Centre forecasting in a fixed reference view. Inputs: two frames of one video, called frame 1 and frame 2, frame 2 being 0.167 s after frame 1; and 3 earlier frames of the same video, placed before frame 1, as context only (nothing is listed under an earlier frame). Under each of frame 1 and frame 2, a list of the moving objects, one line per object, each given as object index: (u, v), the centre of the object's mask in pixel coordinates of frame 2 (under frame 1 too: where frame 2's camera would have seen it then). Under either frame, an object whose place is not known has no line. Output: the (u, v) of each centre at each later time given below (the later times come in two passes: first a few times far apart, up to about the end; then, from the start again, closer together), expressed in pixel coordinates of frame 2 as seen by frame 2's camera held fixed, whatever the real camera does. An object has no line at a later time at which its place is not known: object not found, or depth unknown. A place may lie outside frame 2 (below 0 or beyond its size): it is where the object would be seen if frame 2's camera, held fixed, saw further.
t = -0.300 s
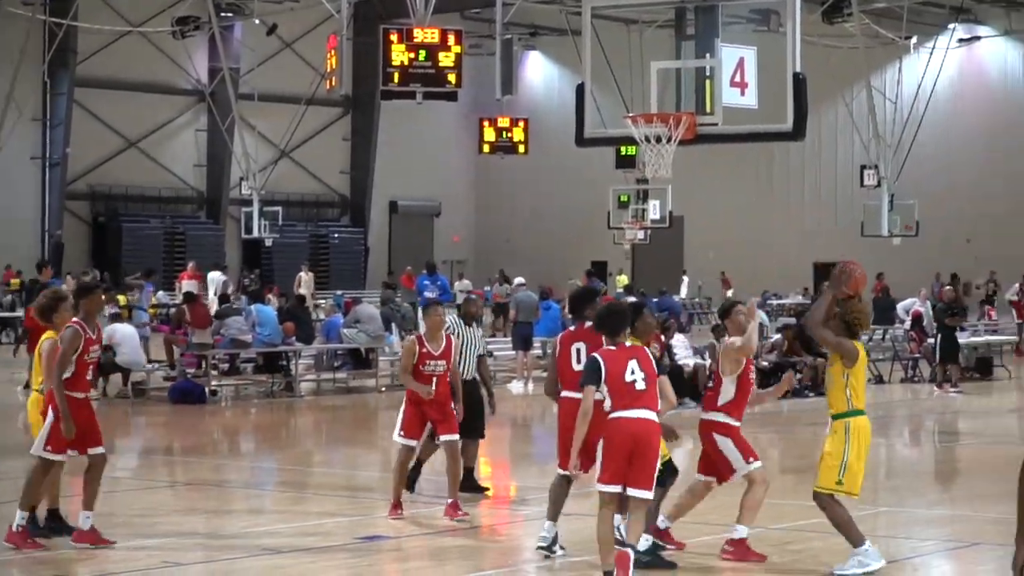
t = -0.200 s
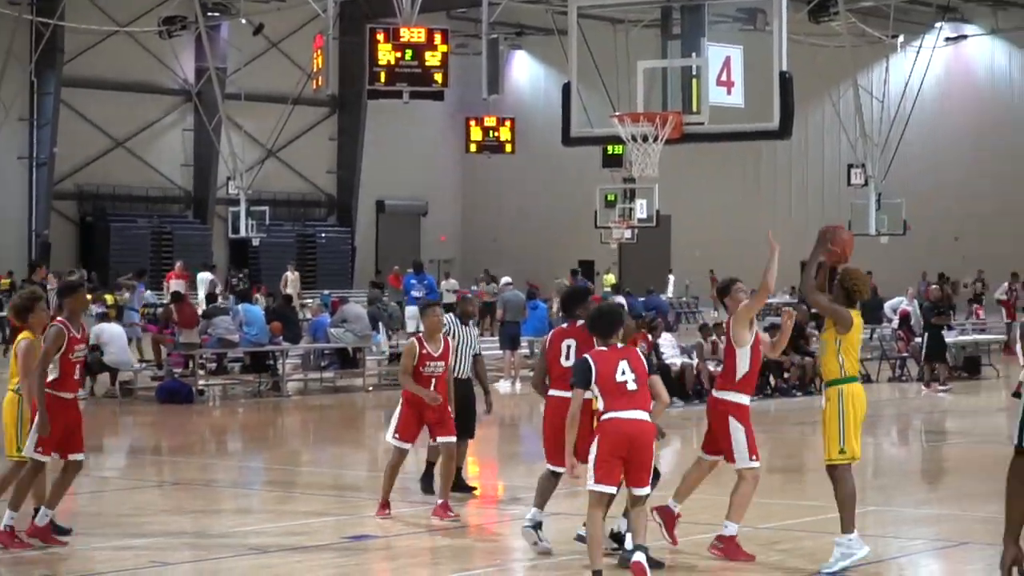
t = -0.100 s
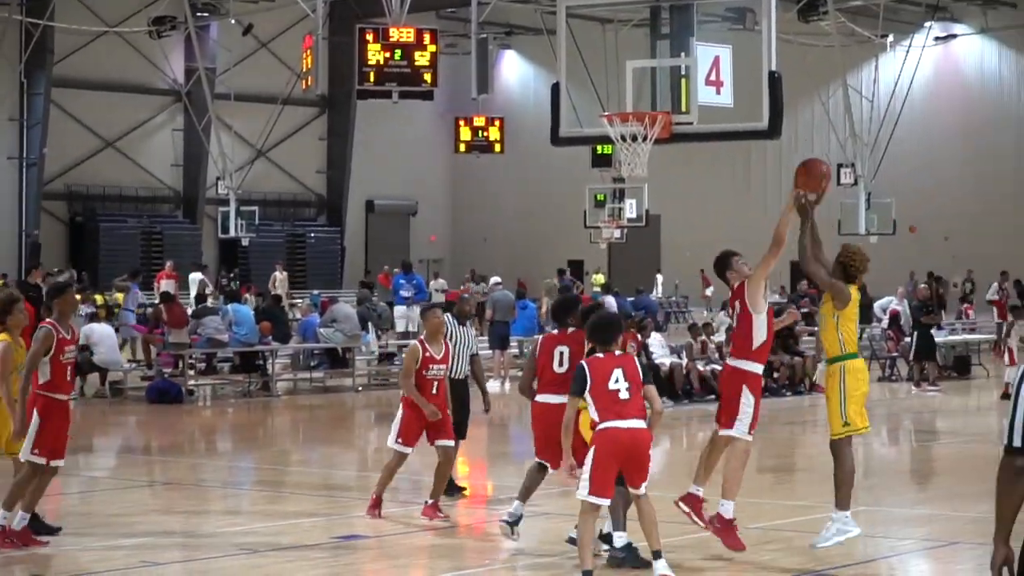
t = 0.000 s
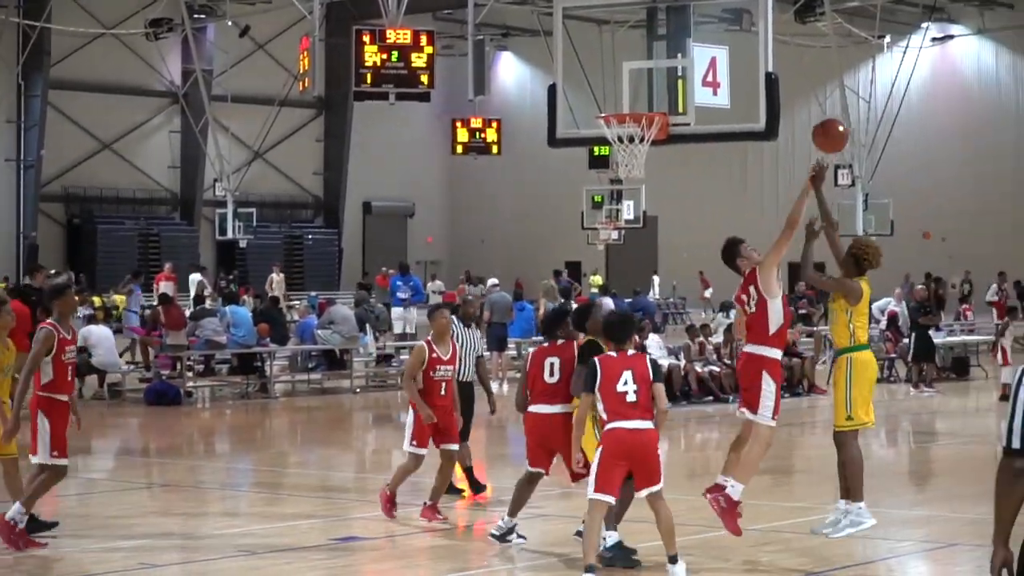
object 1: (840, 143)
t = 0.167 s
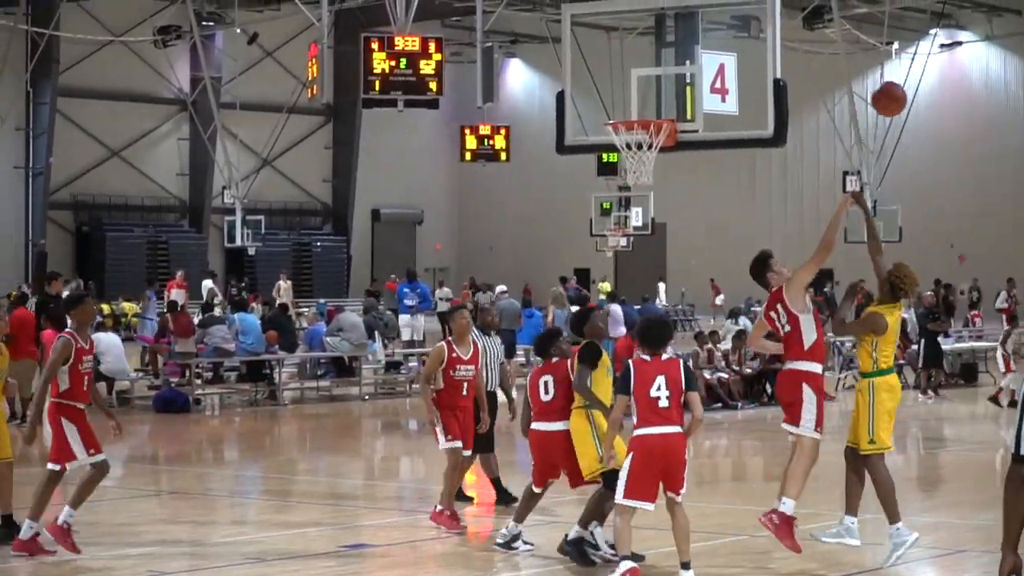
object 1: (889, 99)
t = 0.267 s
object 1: (918, 93)
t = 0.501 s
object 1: (984, 131)
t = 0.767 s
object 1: (1066, 267)
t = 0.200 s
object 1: (899, 96)
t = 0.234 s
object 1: (909, 93)
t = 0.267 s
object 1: (918, 93)
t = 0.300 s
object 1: (928, 93)
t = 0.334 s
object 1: (938, 96)
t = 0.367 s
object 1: (947, 100)
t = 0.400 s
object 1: (957, 106)
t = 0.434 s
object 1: (966, 113)
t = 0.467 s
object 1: (975, 122)
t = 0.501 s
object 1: (984, 131)
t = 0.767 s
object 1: (1066, 267)
